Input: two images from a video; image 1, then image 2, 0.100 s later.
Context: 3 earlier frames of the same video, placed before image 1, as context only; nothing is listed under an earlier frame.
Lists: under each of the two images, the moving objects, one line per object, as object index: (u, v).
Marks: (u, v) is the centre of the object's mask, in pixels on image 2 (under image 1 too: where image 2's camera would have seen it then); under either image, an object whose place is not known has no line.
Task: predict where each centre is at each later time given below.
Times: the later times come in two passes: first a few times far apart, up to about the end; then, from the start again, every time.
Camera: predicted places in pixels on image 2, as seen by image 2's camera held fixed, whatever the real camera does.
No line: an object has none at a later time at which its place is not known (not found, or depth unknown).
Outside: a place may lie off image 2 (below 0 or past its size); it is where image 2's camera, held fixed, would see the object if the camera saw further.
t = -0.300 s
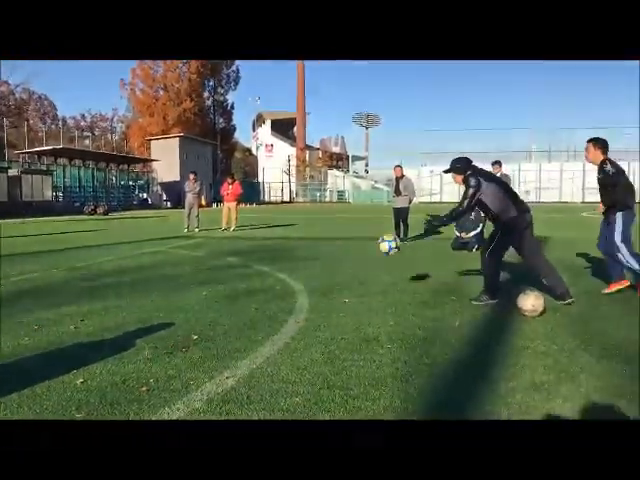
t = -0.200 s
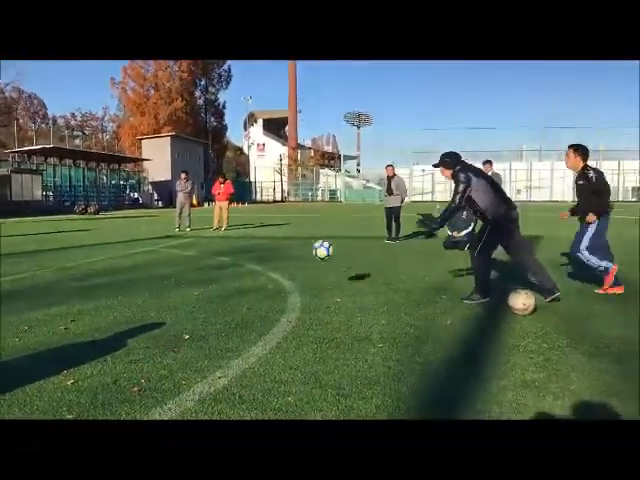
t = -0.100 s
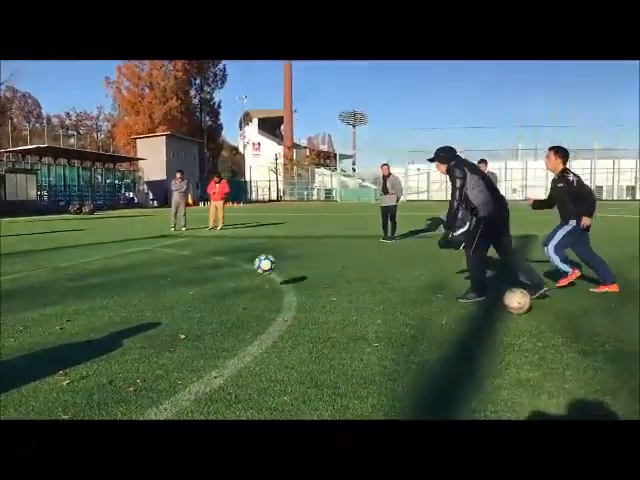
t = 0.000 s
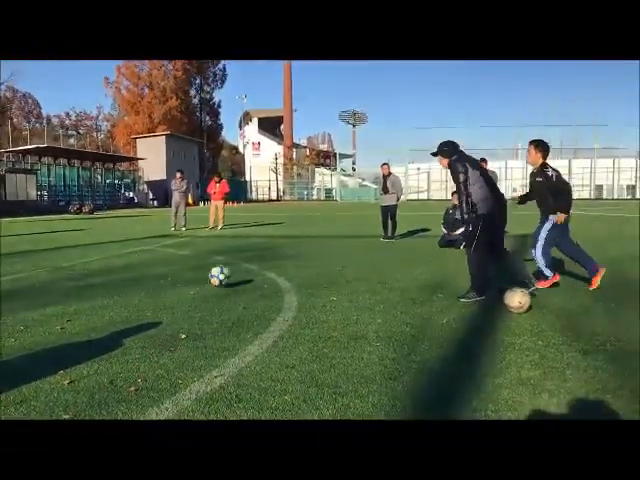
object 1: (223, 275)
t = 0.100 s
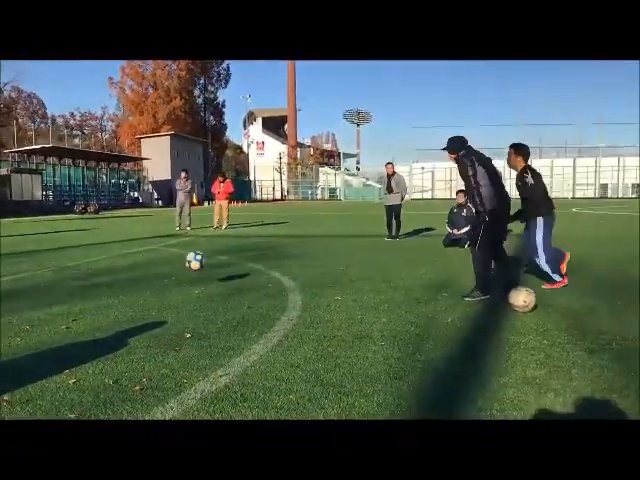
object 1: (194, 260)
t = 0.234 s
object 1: (158, 257)
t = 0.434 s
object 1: (106, 274)
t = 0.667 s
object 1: (44, 267)
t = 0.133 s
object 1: (184, 258)
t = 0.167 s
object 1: (176, 257)
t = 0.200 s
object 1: (168, 256)
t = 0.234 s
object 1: (158, 257)
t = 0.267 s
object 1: (149, 258)
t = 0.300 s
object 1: (140, 260)
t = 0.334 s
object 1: (131, 264)
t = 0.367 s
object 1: (124, 268)
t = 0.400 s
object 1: (114, 273)
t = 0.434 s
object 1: (106, 274)
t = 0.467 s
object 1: (96, 270)
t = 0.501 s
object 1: (88, 267)
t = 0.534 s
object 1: (79, 266)
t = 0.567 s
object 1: (71, 265)
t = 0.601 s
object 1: (61, 265)
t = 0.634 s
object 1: (53, 265)
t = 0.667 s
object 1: (44, 267)
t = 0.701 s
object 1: (35, 270)
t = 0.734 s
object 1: (27, 272)
